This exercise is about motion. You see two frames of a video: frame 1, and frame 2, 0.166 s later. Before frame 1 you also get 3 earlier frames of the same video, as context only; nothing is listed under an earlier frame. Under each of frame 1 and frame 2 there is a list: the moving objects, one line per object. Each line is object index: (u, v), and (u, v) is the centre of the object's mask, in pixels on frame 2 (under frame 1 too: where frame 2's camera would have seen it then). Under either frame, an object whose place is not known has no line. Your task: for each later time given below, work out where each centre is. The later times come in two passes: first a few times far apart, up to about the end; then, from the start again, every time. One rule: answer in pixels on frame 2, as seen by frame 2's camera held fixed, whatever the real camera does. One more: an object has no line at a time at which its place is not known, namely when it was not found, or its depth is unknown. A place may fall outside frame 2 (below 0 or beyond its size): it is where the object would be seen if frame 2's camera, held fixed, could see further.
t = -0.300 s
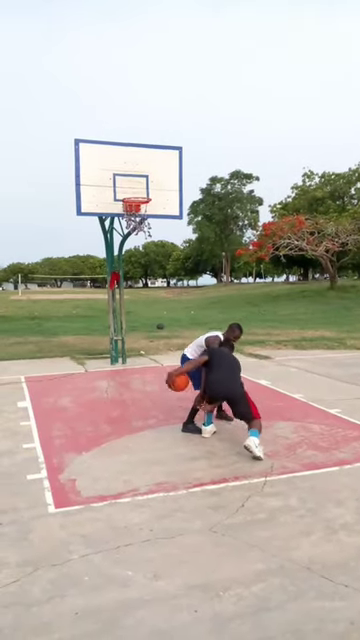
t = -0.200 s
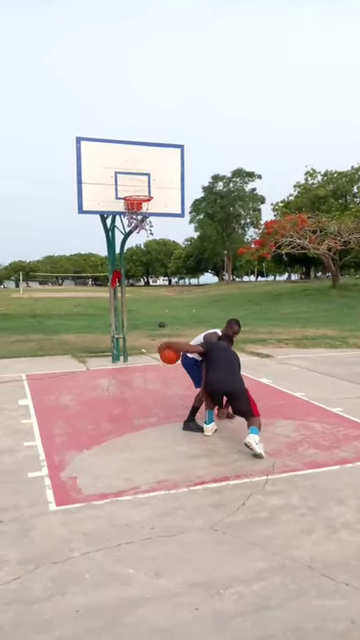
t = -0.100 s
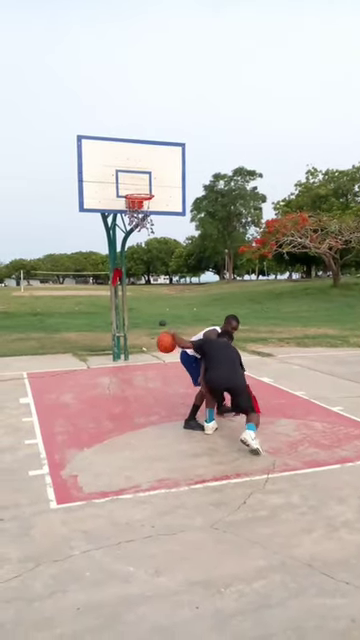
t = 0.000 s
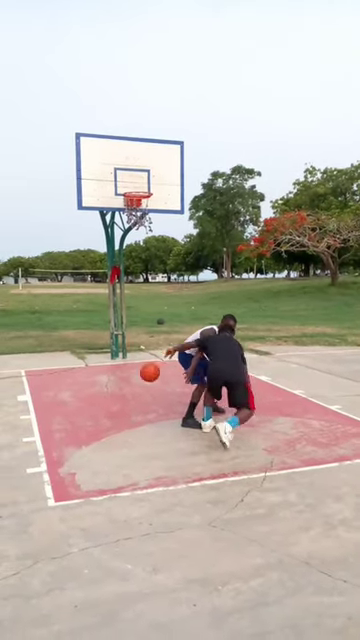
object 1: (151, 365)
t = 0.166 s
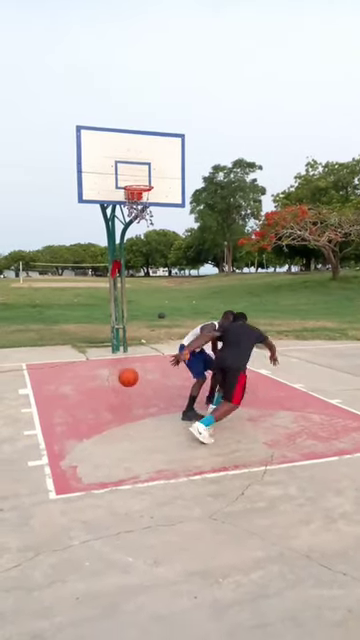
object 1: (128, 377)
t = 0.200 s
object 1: (125, 366)
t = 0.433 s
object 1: (107, 314)
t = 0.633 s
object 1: (92, 305)
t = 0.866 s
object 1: (74, 334)
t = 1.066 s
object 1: (59, 394)
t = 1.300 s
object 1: (44, 351)
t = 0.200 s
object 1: (125, 366)
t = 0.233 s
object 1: (123, 356)
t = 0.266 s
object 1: (120, 347)
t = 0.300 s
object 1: (118, 339)
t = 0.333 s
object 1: (116, 331)
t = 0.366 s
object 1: (112, 324)
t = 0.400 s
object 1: (110, 319)
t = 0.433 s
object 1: (107, 314)
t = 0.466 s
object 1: (104, 310)
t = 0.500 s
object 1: (102, 307)
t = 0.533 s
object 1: (99, 306)
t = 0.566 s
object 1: (96, 305)
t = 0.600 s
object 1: (94, 305)
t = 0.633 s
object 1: (92, 305)
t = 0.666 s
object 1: (89, 306)
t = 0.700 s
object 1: (86, 308)
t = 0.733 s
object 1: (84, 312)
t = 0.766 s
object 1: (82, 316)
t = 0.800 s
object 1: (79, 321)
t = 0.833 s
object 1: (77, 327)
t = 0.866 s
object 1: (74, 334)
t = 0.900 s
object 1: (72, 342)
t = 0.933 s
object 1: (69, 350)
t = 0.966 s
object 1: (67, 360)
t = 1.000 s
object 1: (64, 371)
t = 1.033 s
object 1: (62, 382)
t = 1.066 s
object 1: (59, 394)
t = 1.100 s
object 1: (57, 406)
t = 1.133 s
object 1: (55, 394)
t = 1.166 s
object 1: (53, 384)
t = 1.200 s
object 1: (51, 374)
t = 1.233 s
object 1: (49, 365)
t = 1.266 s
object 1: (46, 358)
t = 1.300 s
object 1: (44, 351)
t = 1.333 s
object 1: (42, 345)
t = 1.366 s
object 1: (40, 340)
